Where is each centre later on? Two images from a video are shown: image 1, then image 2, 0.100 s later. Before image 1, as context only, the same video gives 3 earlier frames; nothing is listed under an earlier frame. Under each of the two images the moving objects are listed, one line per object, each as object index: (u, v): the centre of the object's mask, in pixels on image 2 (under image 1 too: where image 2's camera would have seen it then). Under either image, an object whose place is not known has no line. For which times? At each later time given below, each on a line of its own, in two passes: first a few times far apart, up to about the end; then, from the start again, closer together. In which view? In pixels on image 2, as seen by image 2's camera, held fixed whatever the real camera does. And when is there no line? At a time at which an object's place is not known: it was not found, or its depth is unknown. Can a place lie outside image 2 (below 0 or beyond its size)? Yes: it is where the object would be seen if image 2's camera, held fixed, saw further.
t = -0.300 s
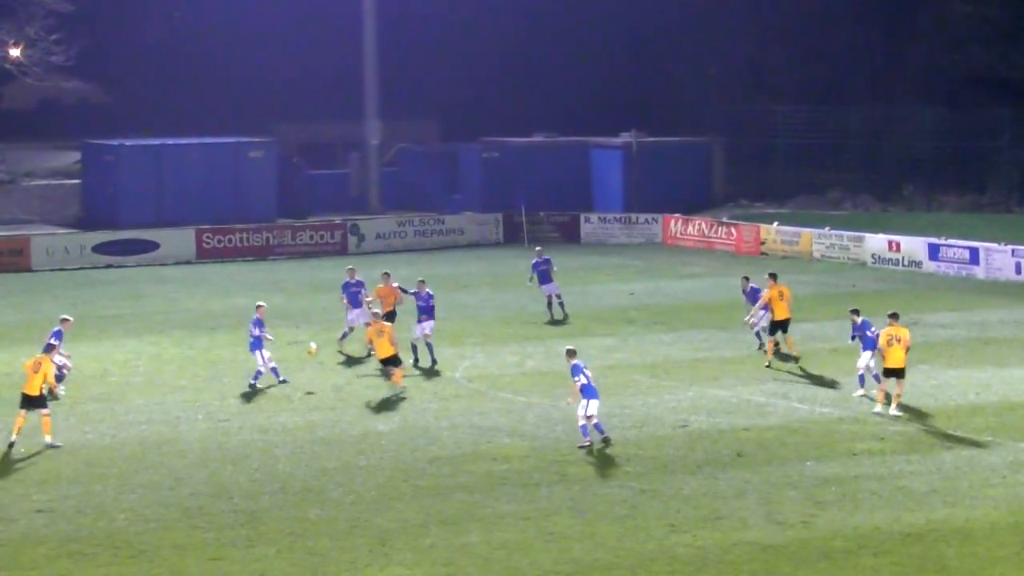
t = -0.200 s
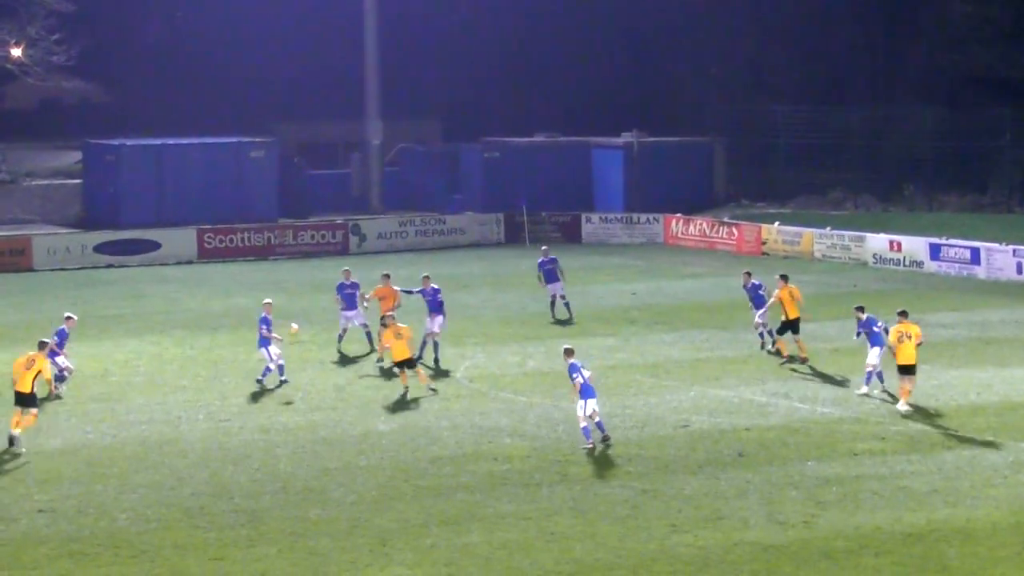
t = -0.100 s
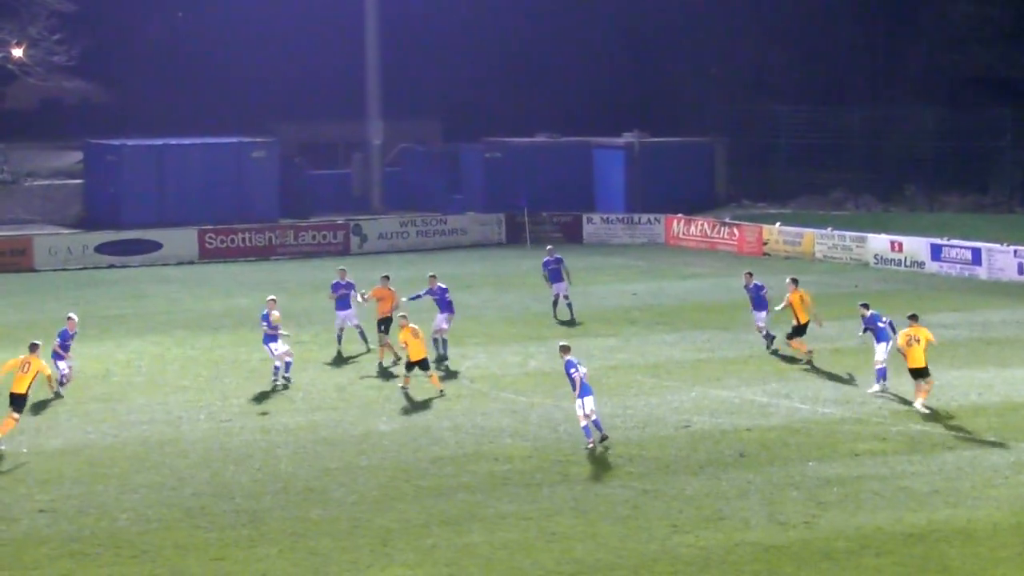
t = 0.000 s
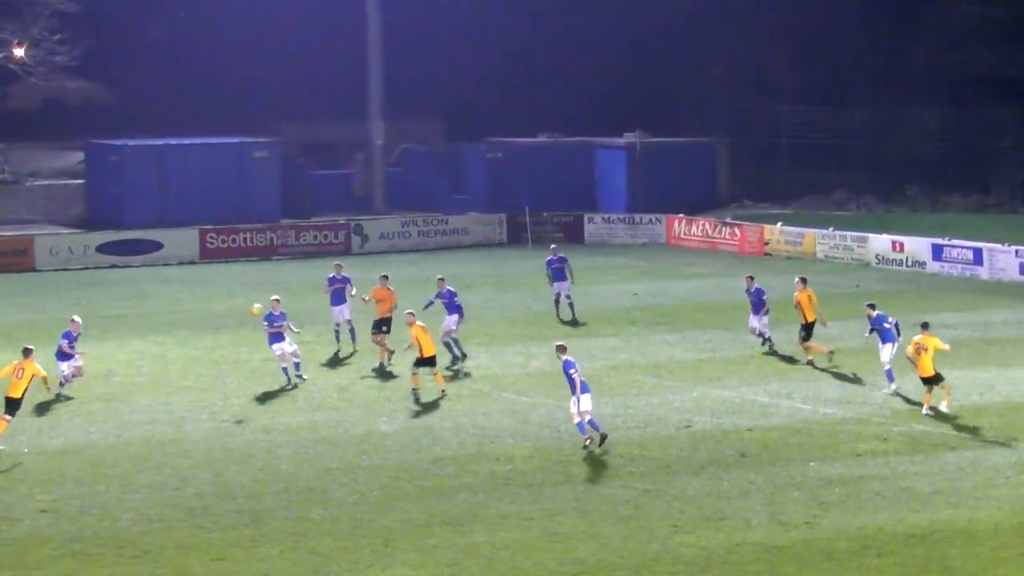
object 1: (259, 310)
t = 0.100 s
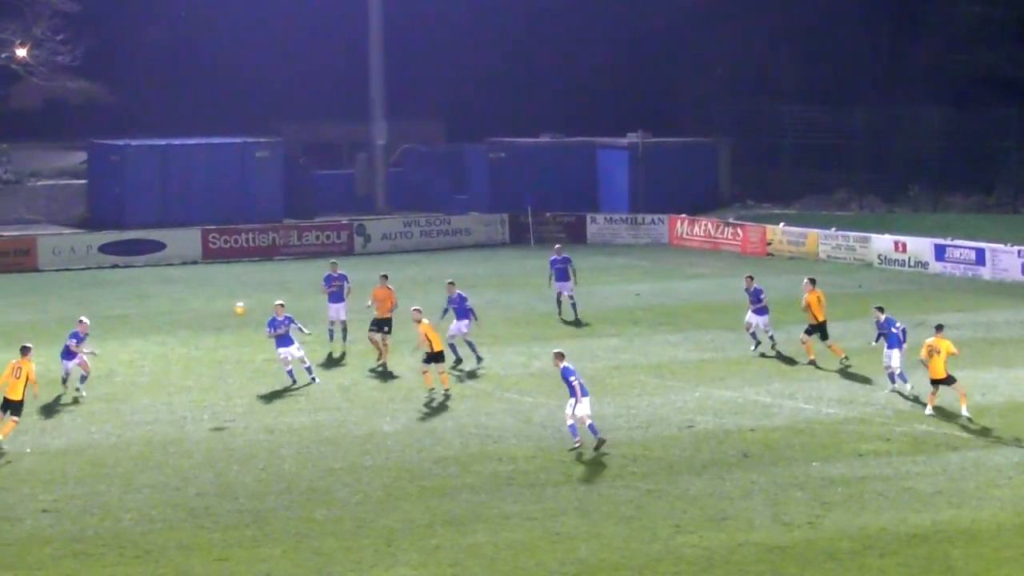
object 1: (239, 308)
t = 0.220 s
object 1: (215, 313)
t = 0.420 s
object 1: (176, 344)
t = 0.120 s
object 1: (235, 308)
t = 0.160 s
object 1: (227, 310)
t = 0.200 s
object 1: (220, 312)
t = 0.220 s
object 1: (215, 313)
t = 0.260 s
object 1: (208, 318)
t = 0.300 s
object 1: (199, 323)
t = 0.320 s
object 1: (195, 326)
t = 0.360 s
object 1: (188, 332)
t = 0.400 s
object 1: (180, 339)
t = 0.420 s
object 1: (176, 344)
